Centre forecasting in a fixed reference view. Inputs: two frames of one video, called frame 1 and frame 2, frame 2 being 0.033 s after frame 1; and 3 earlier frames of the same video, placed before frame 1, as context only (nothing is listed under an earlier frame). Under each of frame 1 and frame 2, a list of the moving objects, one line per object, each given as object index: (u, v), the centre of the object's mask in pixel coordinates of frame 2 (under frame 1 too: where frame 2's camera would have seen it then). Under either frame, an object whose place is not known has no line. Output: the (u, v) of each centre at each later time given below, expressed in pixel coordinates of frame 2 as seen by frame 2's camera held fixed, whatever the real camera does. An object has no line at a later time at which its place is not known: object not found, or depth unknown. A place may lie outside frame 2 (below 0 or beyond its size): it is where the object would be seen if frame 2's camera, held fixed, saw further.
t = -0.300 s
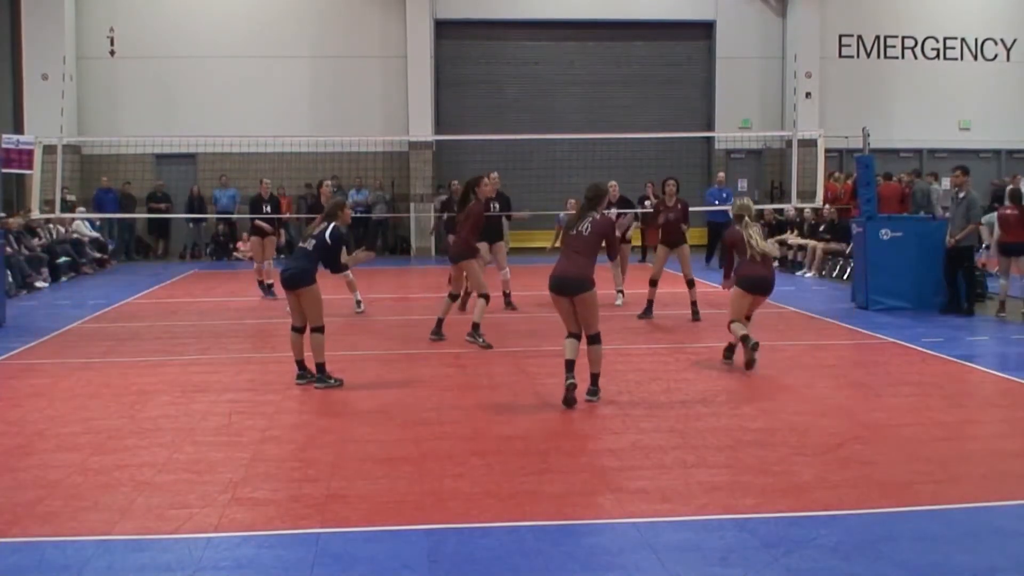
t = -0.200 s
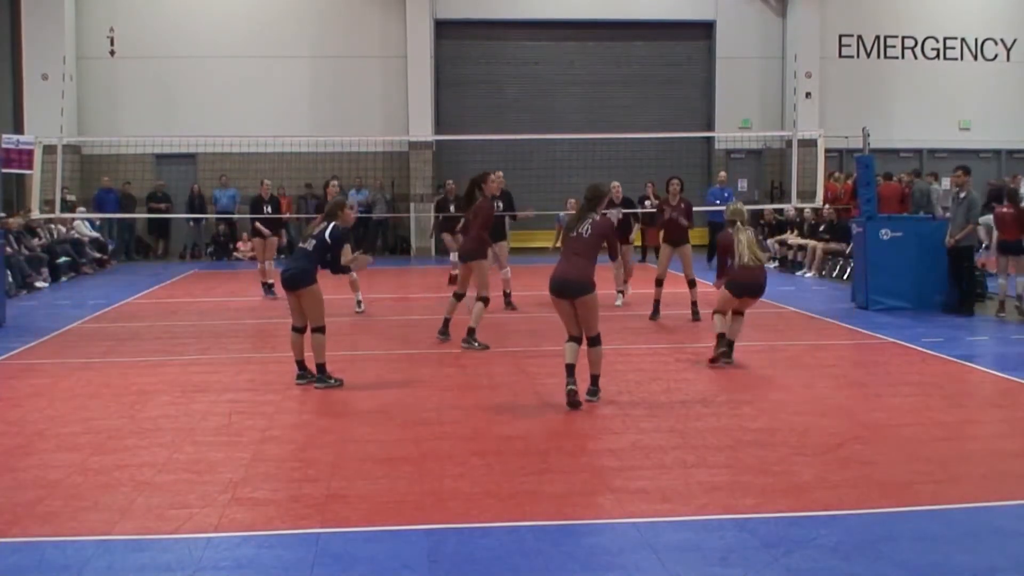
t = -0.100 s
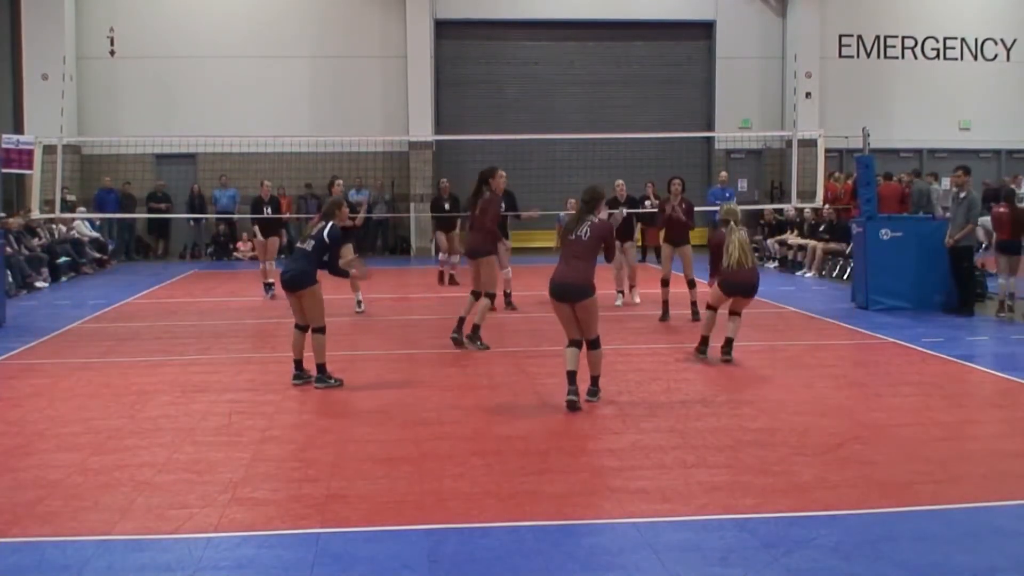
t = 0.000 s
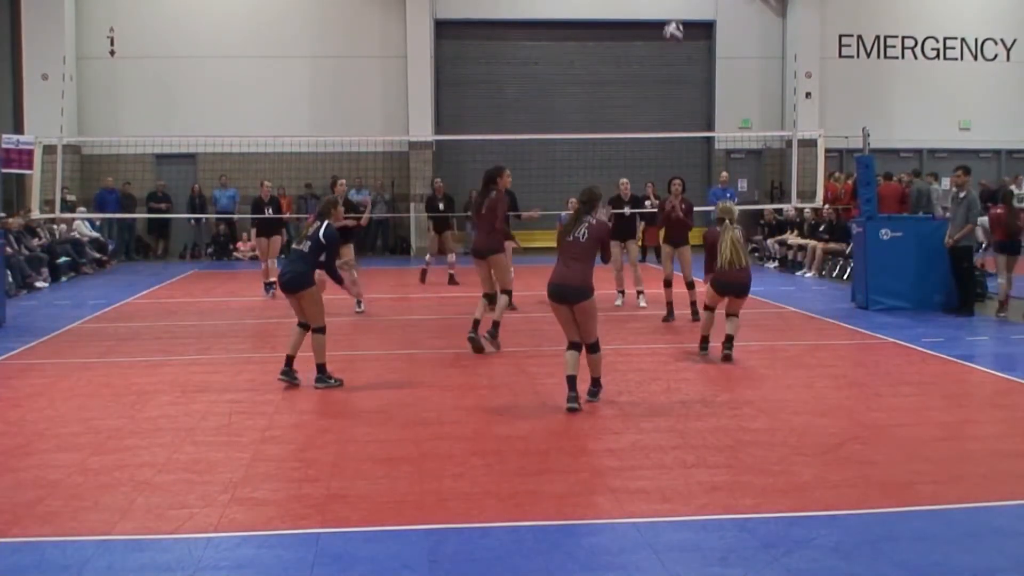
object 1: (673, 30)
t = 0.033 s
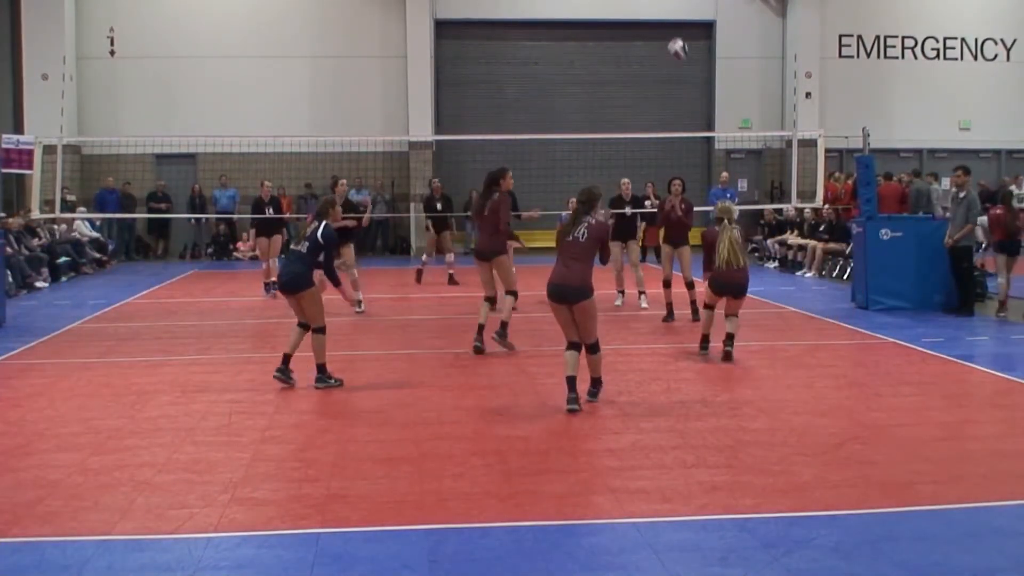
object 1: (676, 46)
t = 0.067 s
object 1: (682, 67)
